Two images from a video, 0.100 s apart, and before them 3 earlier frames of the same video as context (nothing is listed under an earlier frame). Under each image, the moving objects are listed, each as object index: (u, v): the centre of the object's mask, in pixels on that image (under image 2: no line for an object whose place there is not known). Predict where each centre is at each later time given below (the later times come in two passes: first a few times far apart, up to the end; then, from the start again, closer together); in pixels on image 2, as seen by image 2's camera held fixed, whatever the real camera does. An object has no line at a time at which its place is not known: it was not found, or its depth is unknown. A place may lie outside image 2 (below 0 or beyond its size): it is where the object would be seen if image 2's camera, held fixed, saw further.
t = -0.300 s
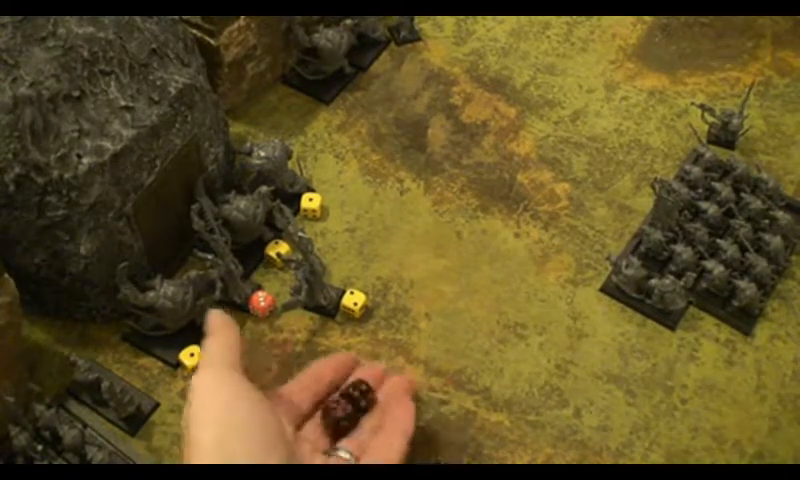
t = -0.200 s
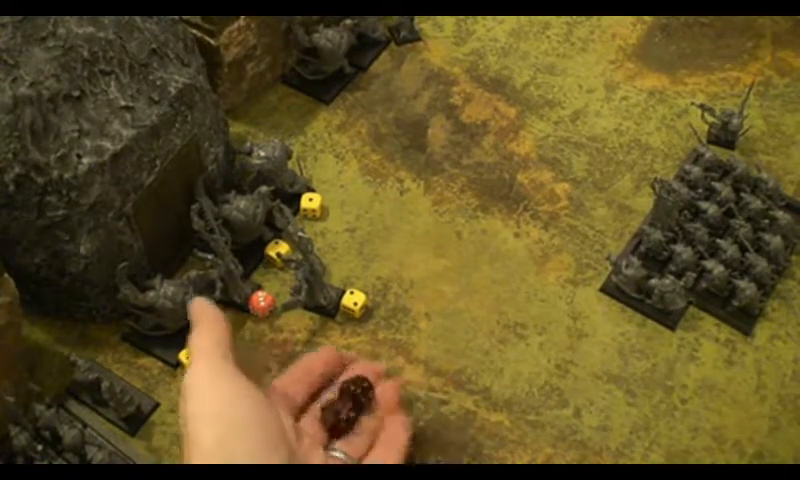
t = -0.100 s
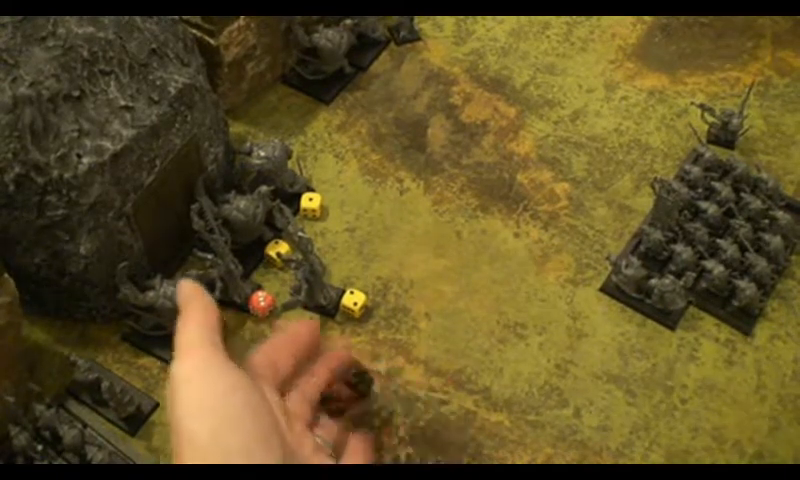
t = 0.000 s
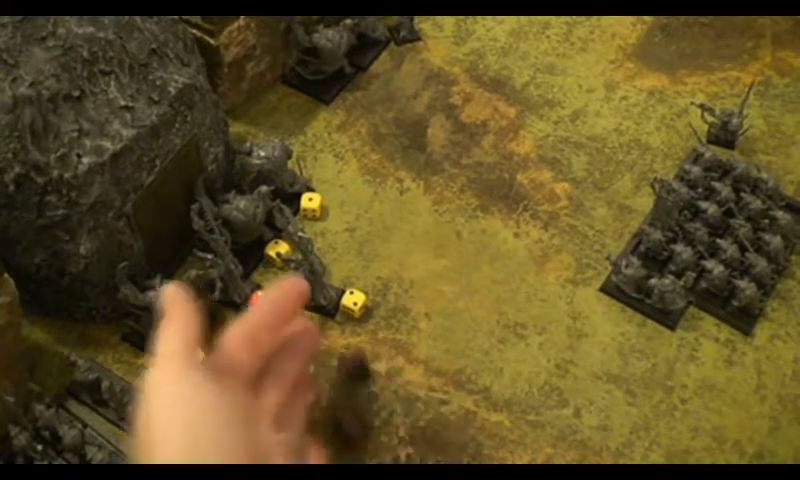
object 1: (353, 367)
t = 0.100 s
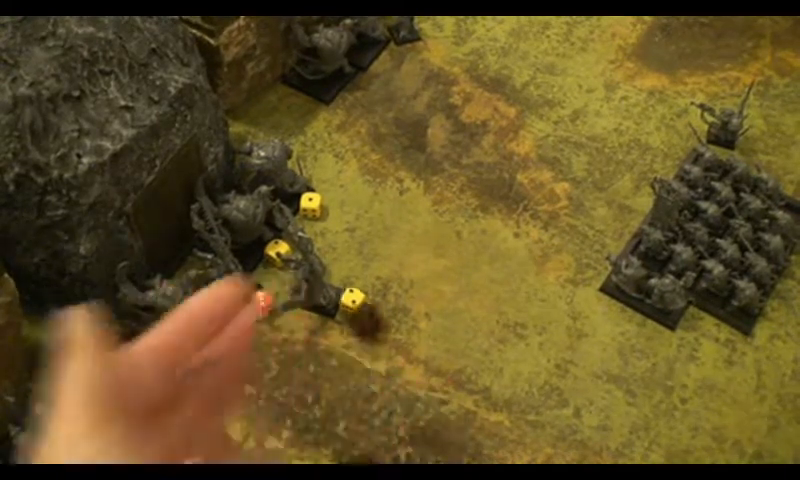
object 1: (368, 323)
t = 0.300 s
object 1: (391, 296)
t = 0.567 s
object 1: (400, 297)
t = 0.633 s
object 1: (400, 298)
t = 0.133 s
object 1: (371, 316)
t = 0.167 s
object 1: (375, 311)
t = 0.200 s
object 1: (380, 304)
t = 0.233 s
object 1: (382, 298)
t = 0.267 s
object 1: (385, 294)
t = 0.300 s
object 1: (391, 296)
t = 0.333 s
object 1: (395, 295)
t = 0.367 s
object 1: (399, 296)
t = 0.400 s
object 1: (400, 297)
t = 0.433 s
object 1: (400, 297)
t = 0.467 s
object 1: (400, 297)
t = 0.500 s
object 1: (400, 297)
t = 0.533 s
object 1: (400, 297)
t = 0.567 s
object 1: (400, 297)
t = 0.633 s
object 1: (400, 298)
